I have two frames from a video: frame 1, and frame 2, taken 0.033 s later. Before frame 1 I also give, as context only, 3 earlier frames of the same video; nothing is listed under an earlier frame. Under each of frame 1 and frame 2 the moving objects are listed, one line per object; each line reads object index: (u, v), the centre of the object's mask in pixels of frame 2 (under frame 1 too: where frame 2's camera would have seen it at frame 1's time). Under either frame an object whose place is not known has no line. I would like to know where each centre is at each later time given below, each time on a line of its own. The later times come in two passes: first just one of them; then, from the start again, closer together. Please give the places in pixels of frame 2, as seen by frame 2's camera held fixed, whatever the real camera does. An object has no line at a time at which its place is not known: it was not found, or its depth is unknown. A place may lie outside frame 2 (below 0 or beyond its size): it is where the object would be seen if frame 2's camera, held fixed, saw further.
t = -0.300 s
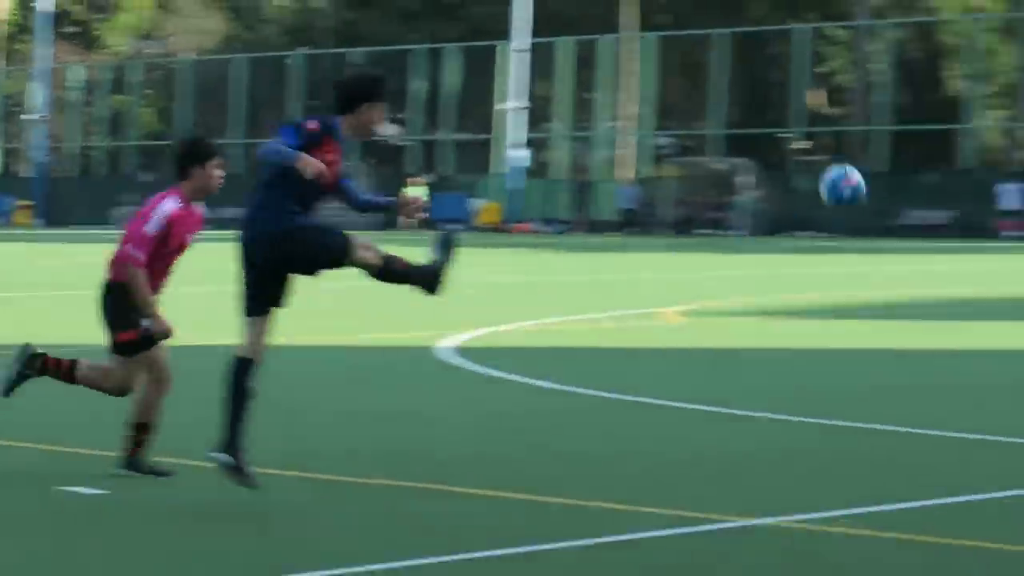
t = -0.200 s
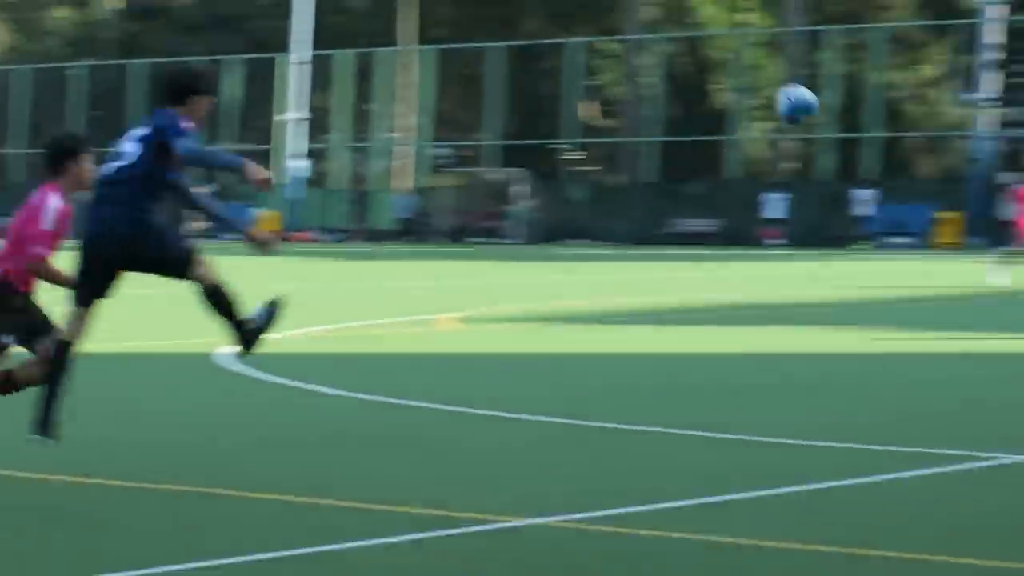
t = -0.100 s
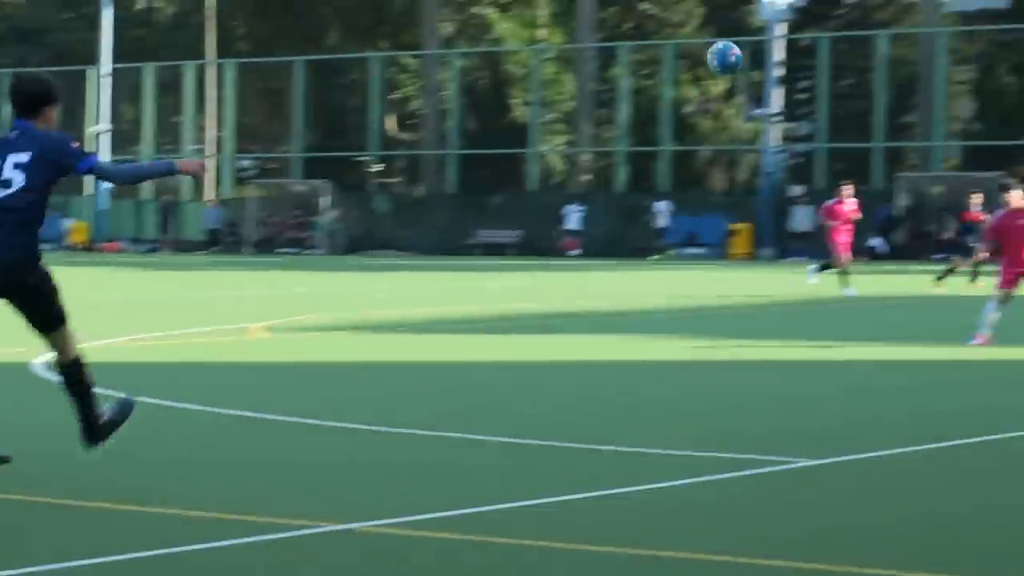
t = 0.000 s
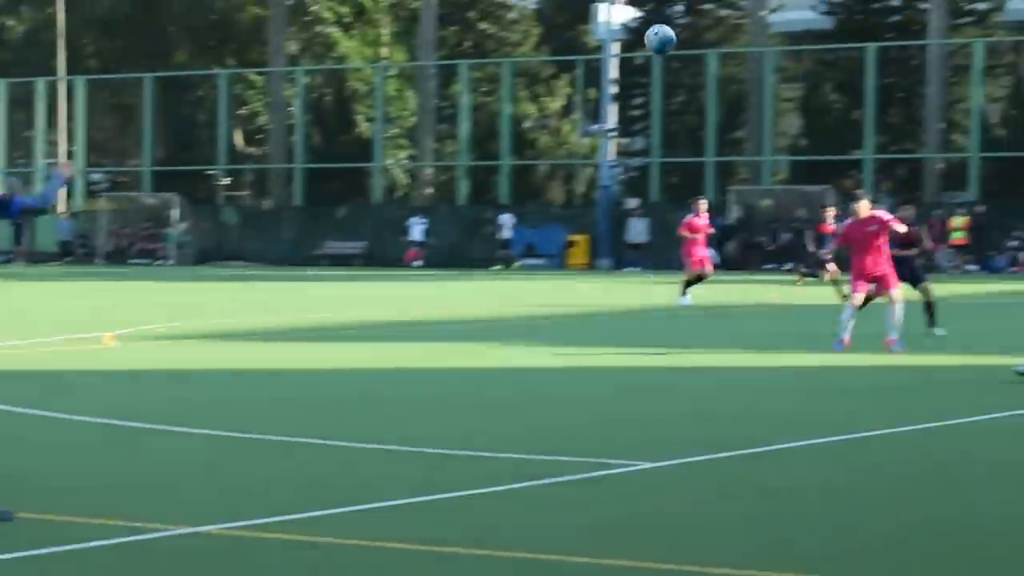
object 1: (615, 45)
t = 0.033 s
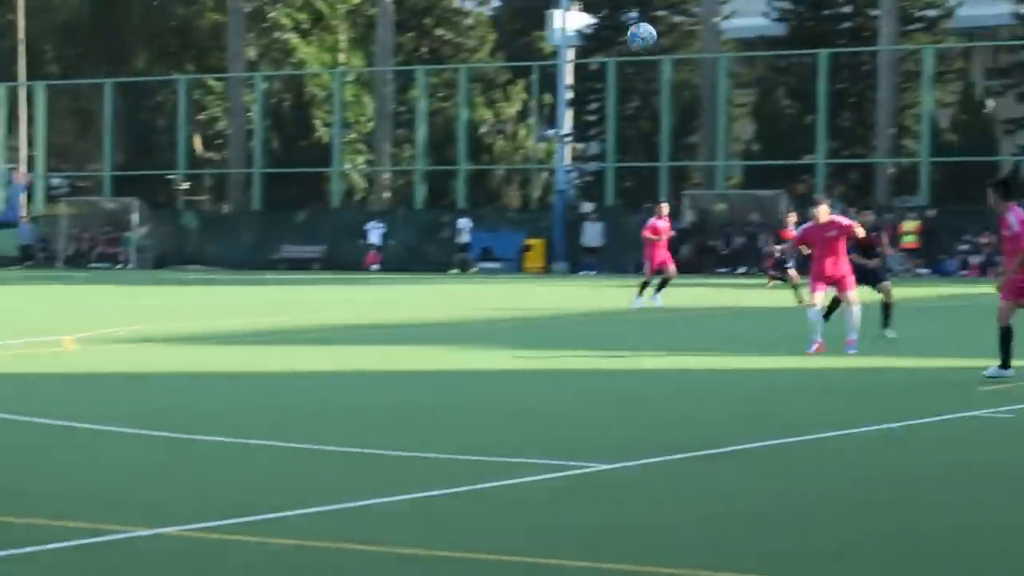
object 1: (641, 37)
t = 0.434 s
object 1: (843, 44)
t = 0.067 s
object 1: (667, 30)
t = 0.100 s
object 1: (690, 25)
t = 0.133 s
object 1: (712, 23)
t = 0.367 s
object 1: (822, 32)
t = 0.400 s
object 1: (833, 38)
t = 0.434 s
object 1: (843, 44)
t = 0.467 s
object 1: (852, 51)
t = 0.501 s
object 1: (861, 59)
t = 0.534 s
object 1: (869, 67)
